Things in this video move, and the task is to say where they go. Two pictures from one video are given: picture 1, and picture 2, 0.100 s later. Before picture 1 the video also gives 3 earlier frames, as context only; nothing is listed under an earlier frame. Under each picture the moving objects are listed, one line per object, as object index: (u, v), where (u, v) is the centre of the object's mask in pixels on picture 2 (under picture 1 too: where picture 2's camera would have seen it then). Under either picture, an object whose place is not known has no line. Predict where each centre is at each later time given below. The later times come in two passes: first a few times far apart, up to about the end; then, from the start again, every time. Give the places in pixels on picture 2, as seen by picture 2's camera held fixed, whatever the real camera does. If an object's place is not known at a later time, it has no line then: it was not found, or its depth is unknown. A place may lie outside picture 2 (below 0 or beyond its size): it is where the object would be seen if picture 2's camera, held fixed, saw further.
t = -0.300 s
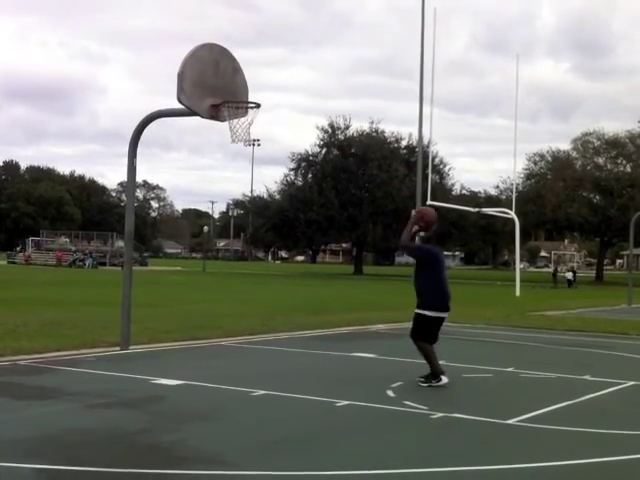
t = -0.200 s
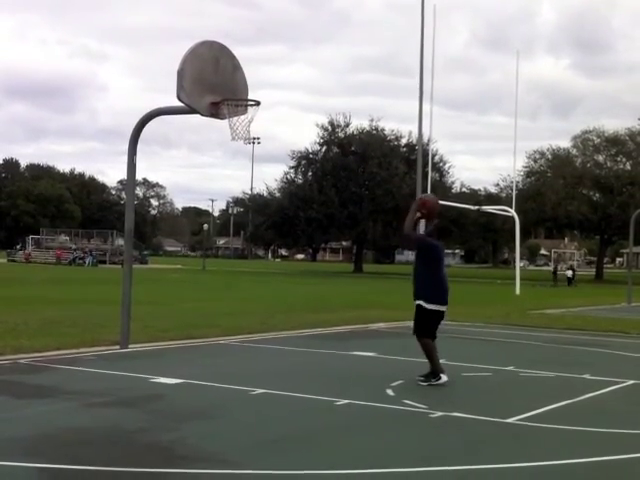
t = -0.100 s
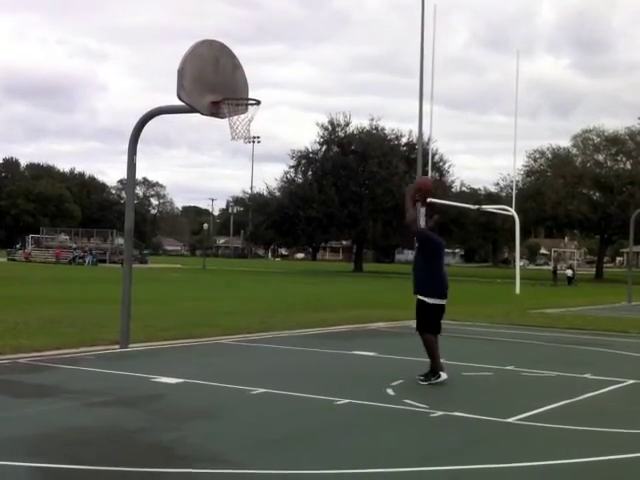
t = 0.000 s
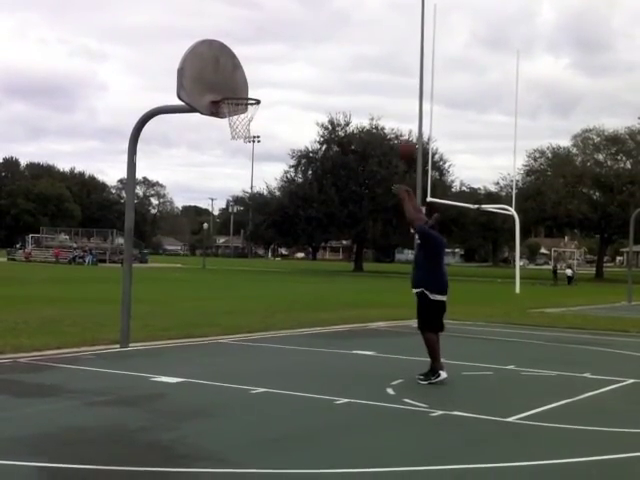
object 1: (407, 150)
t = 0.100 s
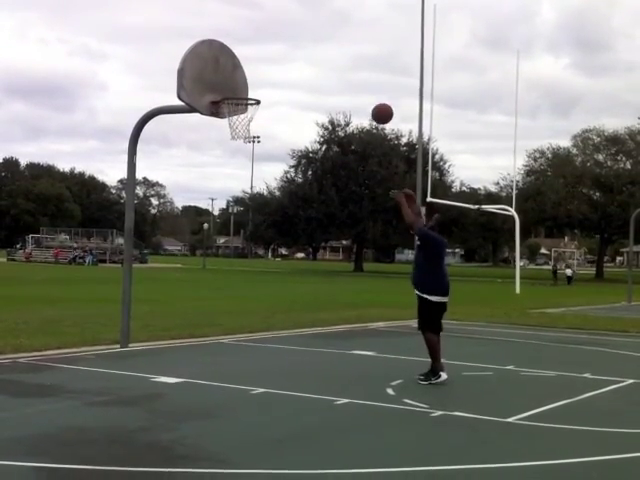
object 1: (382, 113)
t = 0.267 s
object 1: (346, 73)
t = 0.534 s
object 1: (290, 60)
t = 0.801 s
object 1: (243, 84)
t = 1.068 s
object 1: (234, 87)
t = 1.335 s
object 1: (248, 93)
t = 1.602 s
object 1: (232, 122)
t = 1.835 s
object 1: (237, 158)
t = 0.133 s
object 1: (374, 103)
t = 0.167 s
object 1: (367, 94)
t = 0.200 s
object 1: (360, 86)
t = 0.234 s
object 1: (353, 80)
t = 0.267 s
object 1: (346, 73)
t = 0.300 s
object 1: (338, 68)
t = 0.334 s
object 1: (332, 65)
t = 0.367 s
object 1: (325, 61)
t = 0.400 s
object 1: (318, 59)
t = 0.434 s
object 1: (311, 58)
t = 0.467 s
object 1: (304, 58)
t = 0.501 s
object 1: (297, 59)
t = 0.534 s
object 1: (290, 60)
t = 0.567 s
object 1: (284, 62)
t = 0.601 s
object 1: (270, 70)
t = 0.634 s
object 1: (264, 76)
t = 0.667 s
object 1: (257, 81)
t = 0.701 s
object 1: (251, 88)
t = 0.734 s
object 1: (248, 87)
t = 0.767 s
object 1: (246, 86)
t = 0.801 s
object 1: (243, 84)
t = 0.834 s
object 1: (240, 85)
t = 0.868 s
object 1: (238, 86)
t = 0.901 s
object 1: (234, 89)
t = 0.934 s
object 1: (231, 89)
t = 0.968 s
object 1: (228, 91)
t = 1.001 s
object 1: (230, 90)
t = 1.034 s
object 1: (232, 89)
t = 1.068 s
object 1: (234, 87)
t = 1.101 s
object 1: (235, 87)
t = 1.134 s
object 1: (240, 86)
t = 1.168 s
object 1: (242, 86)
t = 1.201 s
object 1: (244, 87)
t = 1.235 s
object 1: (246, 89)
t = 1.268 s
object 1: (249, 90)
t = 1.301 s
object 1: (250, 93)
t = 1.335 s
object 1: (248, 93)
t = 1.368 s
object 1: (245, 93)
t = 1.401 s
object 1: (242, 95)
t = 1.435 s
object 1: (238, 100)
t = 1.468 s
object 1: (237, 105)
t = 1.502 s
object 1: (233, 108)
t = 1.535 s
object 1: (232, 113)
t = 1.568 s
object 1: (232, 119)
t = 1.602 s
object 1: (232, 122)
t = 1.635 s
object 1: (233, 126)
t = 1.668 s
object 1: (233, 127)
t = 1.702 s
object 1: (234, 132)
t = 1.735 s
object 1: (235, 138)
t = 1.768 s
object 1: (236, 144)
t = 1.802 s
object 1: (237, 150)
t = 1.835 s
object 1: (237, 158)
